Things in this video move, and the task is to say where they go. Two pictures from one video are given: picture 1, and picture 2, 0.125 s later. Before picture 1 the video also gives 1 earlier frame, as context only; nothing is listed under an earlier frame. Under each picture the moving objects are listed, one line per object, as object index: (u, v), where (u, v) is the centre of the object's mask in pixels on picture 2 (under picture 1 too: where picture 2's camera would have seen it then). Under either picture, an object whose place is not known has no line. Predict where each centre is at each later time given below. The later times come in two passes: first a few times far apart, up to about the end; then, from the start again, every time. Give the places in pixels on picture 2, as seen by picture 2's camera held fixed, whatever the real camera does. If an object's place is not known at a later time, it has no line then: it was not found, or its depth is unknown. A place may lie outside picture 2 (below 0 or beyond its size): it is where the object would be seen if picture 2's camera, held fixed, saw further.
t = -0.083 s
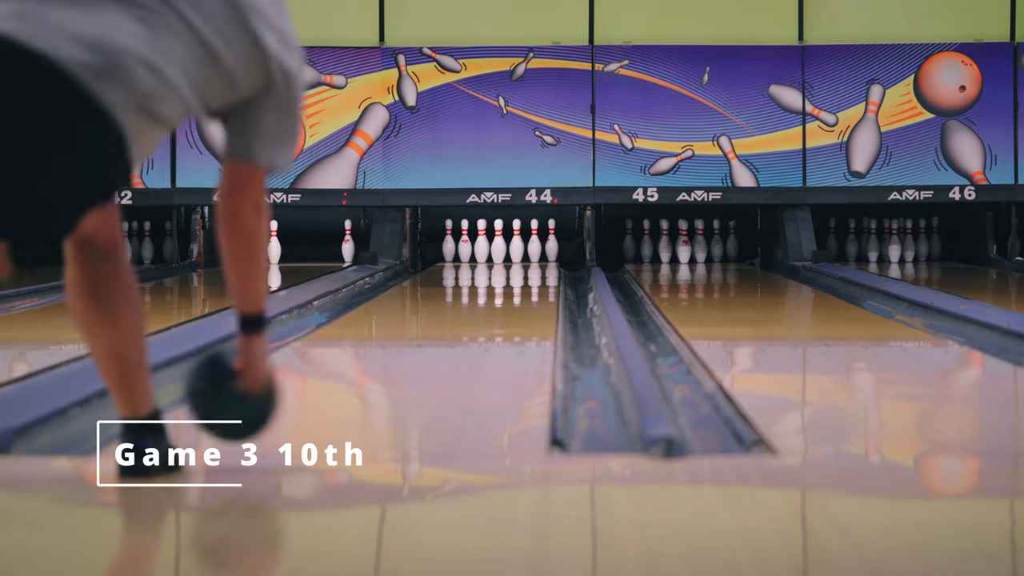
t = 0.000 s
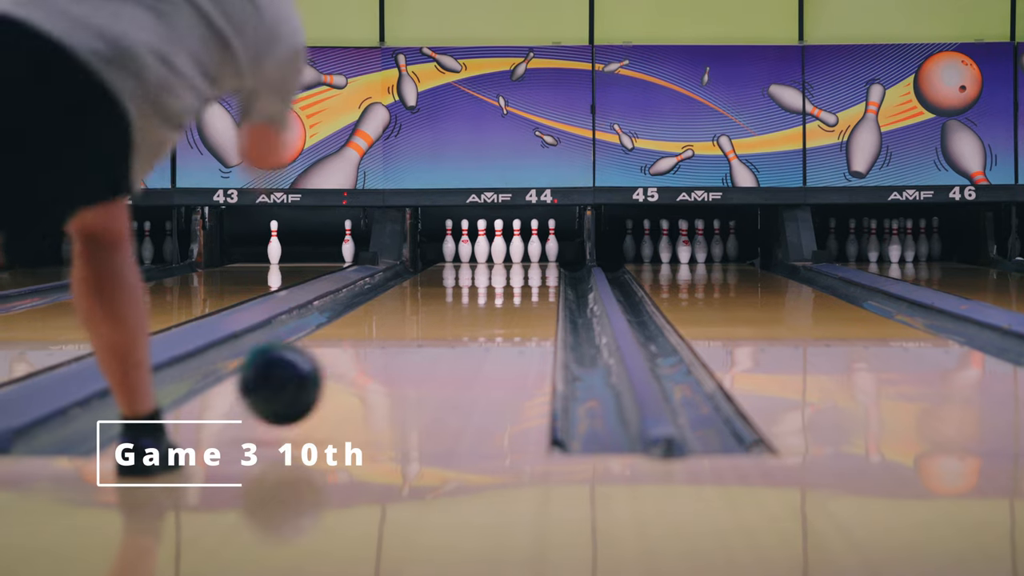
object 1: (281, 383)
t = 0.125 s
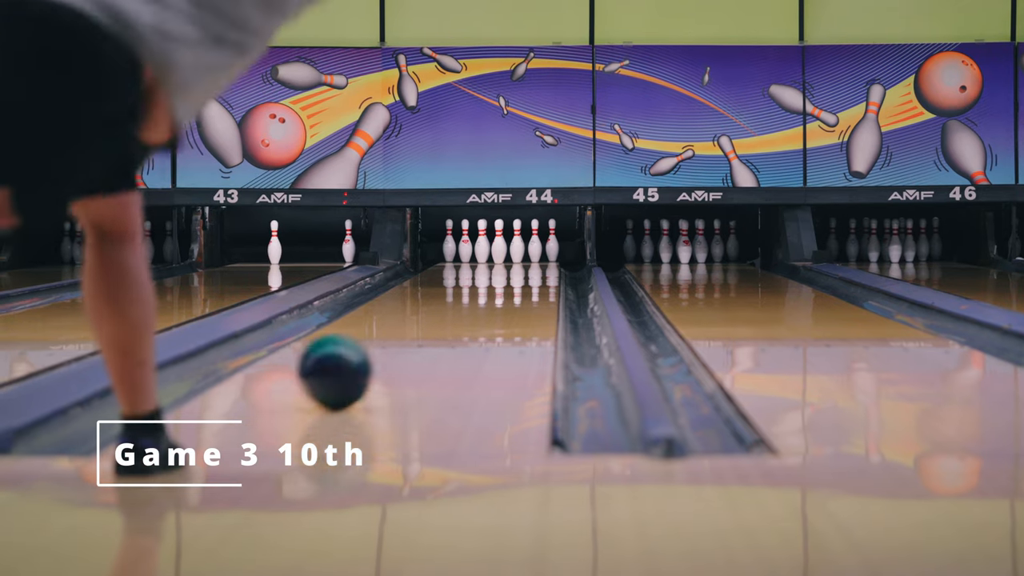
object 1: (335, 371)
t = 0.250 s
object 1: (376, 349)
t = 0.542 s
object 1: (442, 316)
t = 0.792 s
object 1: (477, 299)
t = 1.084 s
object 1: (505, 283)
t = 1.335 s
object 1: (519, 273)
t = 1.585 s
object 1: (525, 265)
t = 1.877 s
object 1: (520, 258)
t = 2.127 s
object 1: (505, 254)
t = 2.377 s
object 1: (492, 250)
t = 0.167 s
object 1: (350, 363)
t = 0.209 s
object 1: (364, 356)
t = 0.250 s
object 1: (376, 349)
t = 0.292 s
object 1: (388, 343)
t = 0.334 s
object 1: (399, 338)
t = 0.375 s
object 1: (409, 333)
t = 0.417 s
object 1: (418, 328)
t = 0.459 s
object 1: (426, 323)
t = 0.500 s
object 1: (435, 320)
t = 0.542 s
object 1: (442, 316)
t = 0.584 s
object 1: (449, 313)
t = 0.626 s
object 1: (455, 311)
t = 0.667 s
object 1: (461, 308)
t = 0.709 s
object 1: (467, 305)
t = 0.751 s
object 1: (472, 302)
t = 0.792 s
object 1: (477, 299)
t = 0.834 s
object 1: (482, 297)
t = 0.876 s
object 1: (487, 295)
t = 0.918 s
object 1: (491, 292)
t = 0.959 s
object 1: (494, 290)
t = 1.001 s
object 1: (498, 287)
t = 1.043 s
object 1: (501, 285)
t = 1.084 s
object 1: (505, 283)
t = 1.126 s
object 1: (508, 281)
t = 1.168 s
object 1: (510, 280)
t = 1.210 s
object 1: (513, 278)
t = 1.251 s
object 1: (515, 276)
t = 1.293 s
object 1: (517, 275)
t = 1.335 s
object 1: (519, 273)
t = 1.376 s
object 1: (520, 271)
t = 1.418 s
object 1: (522, 270)
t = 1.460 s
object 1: (523, 269)
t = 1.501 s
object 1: (524, 267)
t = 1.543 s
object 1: (525, 266)
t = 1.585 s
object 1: (525, 265)
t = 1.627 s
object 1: (526, 264)
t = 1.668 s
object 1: (525, 263)
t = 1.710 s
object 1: (525, 262)
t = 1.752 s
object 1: (524, 261)
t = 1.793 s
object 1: (523, 260)
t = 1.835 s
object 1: (522, 259)
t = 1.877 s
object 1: (520, 258)
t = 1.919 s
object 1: (518, 257)
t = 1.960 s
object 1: (516, 257)
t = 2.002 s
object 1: (513, 255)
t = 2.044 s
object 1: (511, 255)
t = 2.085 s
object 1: (508, 254)
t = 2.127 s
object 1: (505, 254)
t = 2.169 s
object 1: (502, 253)
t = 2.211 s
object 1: (499, 252)
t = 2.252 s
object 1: (497, 252)
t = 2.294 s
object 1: (493, 252)
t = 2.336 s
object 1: (492, 251)
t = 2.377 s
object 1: (492, 250)
